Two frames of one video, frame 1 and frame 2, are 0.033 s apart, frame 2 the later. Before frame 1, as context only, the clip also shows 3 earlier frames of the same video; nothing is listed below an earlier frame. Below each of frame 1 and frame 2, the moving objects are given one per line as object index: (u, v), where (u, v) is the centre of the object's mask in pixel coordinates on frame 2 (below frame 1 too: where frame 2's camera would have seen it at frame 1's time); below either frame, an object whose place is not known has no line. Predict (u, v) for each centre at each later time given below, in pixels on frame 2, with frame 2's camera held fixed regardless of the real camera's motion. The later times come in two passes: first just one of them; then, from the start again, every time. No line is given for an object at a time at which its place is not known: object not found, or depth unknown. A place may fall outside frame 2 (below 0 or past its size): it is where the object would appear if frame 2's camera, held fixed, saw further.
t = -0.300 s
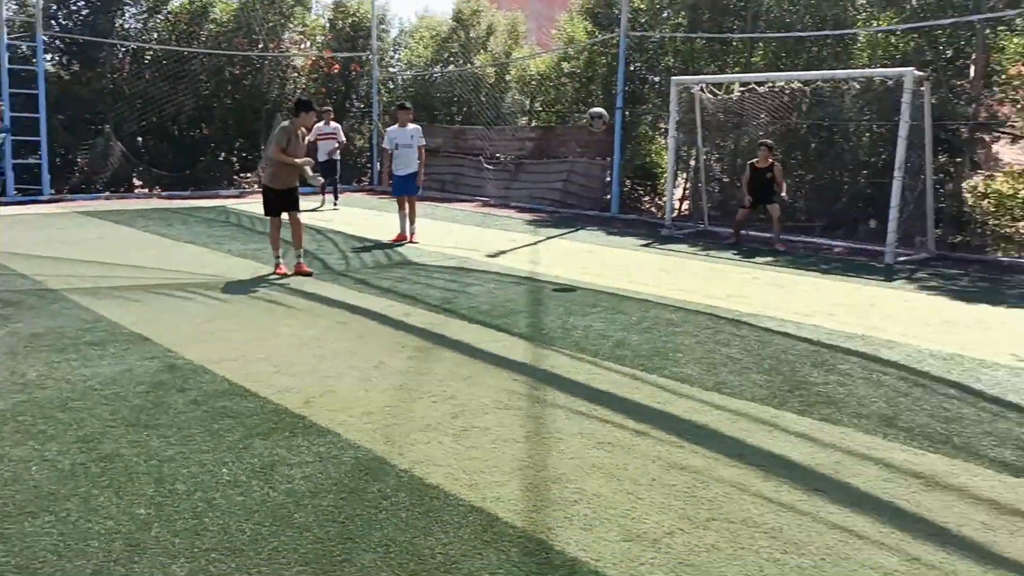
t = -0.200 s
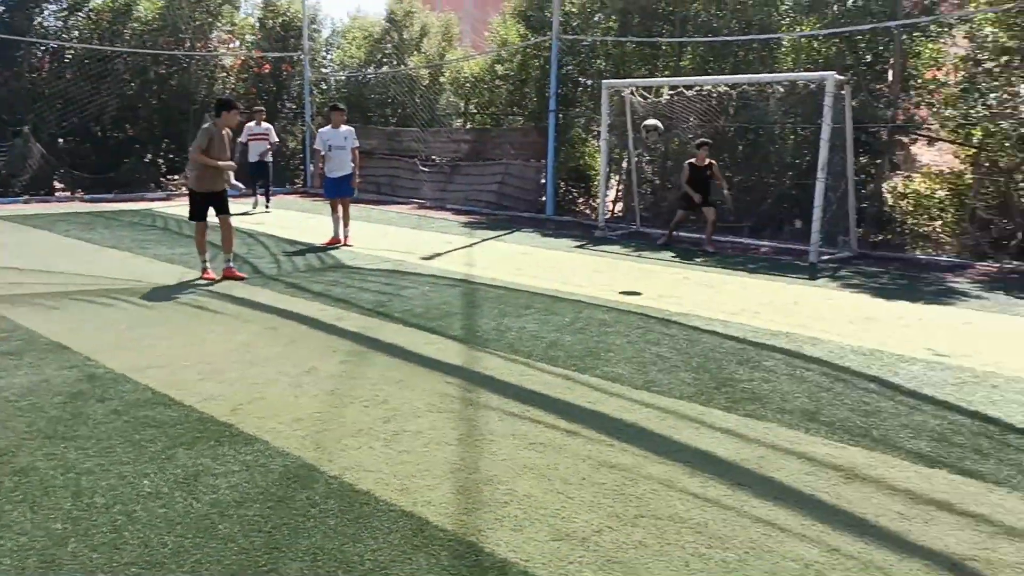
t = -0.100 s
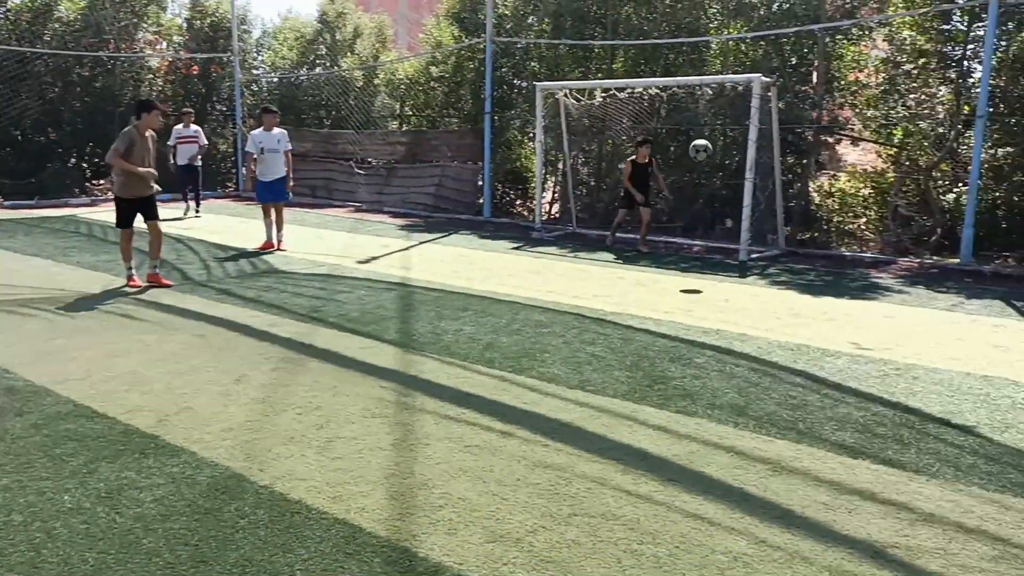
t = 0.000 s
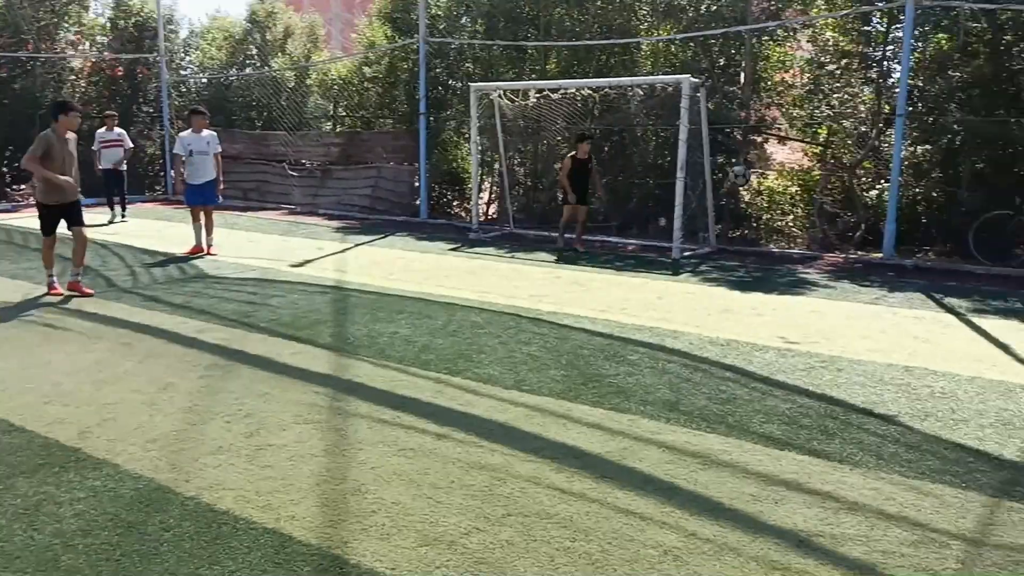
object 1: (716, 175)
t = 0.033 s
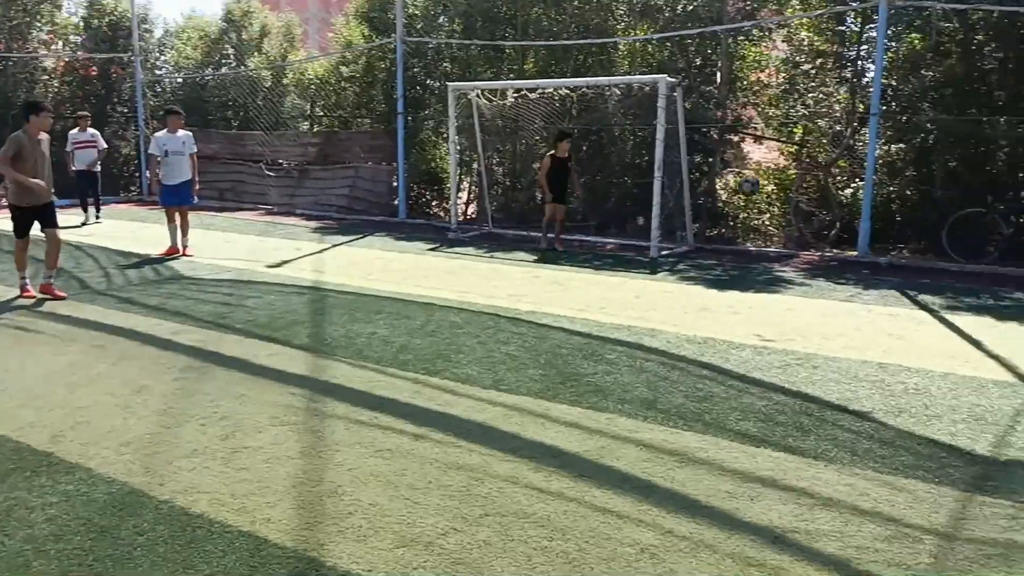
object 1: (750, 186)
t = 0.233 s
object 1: (924, 256)
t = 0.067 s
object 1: (782, 196)
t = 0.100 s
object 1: (812, 208)
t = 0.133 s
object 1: (841, 219)
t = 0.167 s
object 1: (871, 232)
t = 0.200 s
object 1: (898, 248)
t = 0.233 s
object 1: (924, 256)
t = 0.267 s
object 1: (932, 247)
